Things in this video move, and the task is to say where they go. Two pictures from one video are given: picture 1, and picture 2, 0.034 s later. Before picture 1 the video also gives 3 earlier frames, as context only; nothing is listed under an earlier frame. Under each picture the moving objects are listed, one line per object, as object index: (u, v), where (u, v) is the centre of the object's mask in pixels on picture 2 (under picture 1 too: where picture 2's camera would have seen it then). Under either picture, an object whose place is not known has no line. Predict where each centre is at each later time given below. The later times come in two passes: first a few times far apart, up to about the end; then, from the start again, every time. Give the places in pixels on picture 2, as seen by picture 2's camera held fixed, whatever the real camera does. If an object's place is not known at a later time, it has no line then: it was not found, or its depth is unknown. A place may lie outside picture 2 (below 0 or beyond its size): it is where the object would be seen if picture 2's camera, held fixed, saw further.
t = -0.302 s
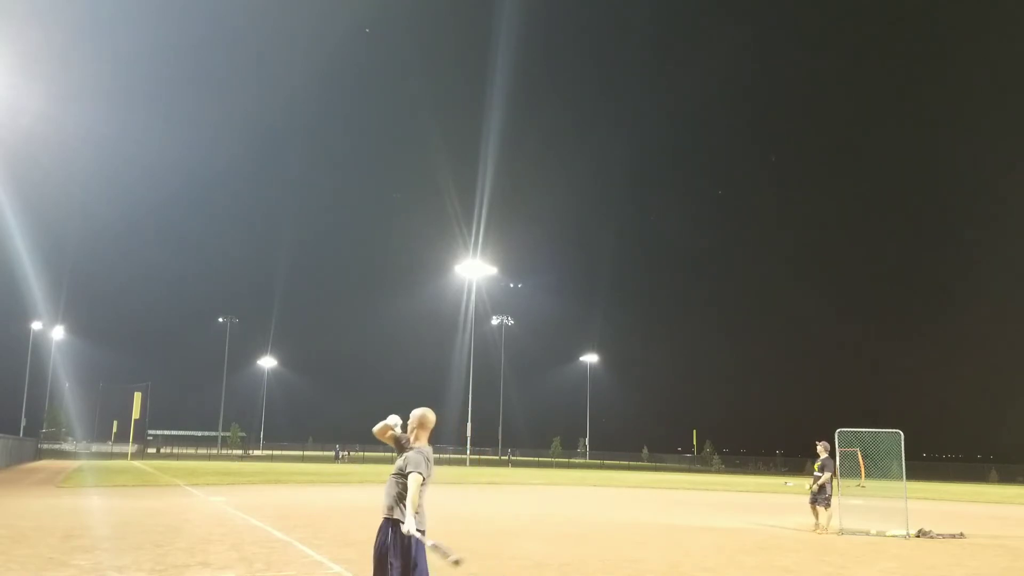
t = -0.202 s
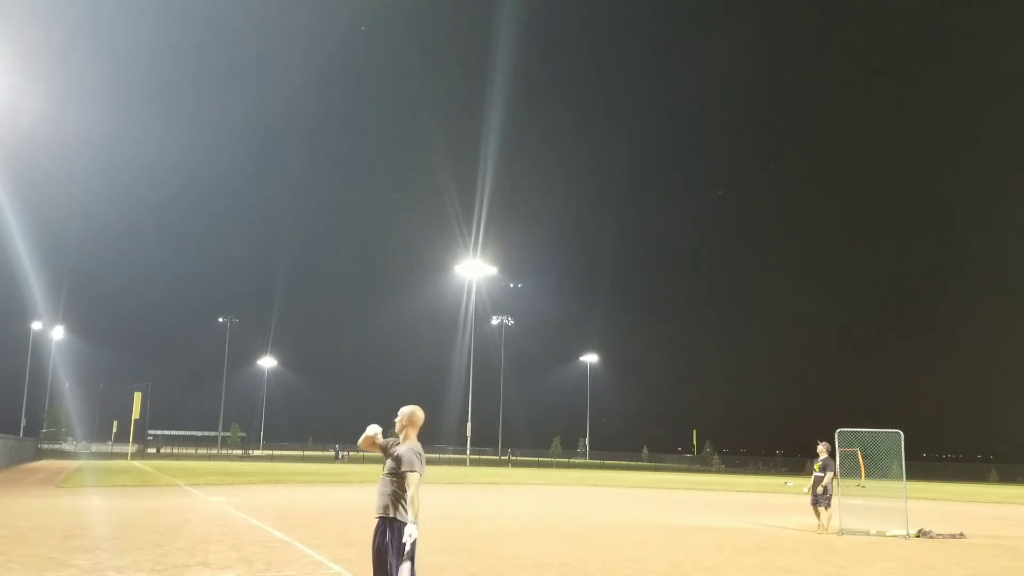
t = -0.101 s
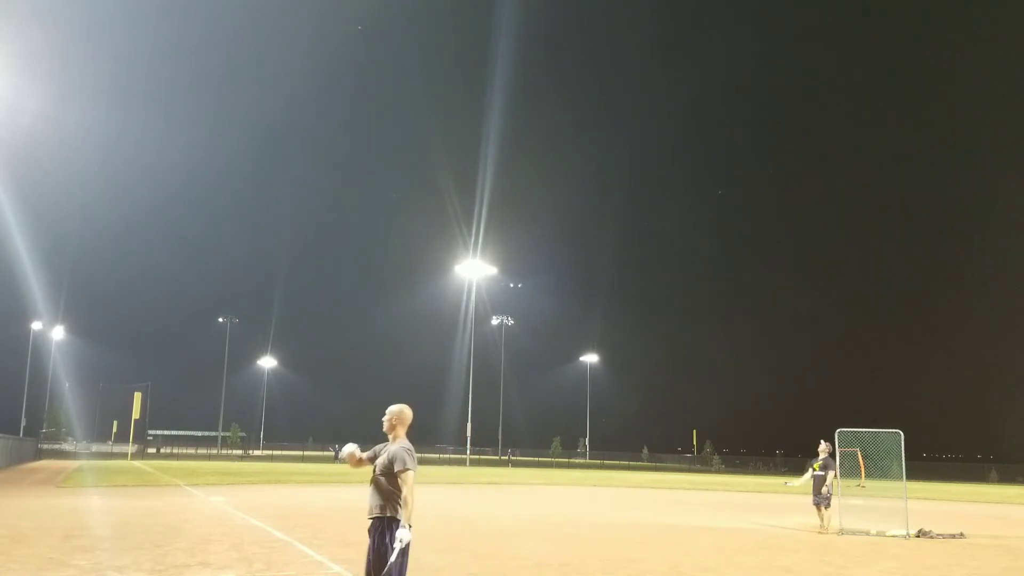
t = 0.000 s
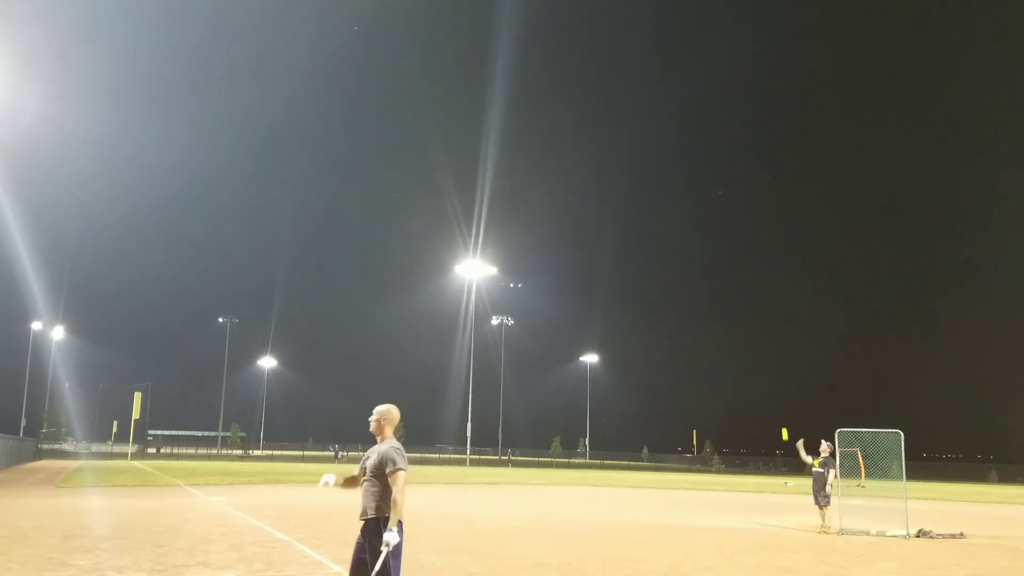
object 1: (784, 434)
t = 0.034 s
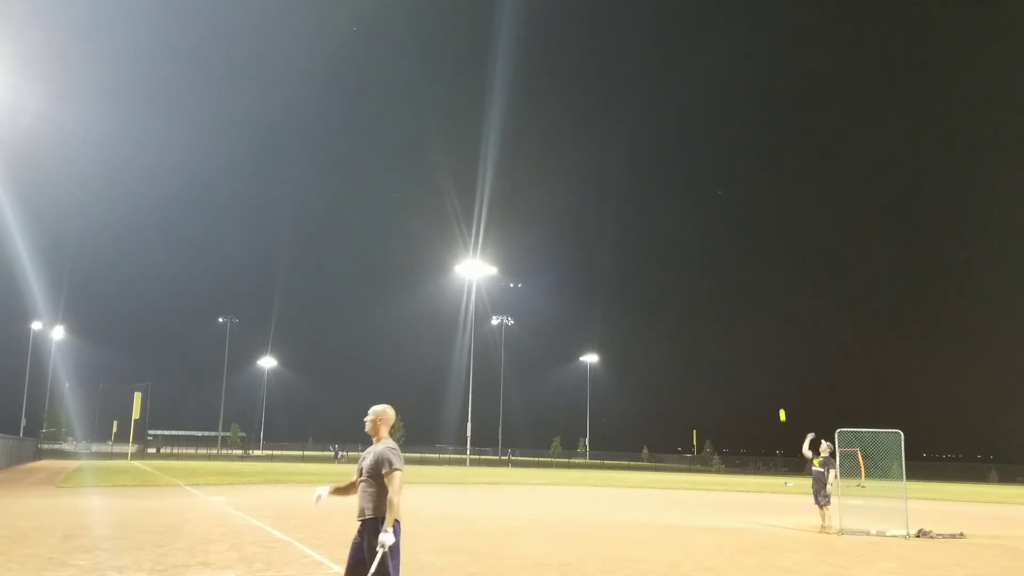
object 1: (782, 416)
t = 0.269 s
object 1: (766, 302)
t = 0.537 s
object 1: (748, 208)
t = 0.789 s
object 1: (733, 153)
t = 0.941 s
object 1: (724, 134)
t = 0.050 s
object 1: (781, 406)
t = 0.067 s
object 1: (779, 397)
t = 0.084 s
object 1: (778, 388)
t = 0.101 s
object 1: (777, 380)
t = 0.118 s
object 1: (776, 371)
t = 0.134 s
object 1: (775, 363)
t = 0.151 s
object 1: (774, 355)
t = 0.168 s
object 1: (773, 347)
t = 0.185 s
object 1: (771, 339)
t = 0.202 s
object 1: (770, 331)
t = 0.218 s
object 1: (769, 324)
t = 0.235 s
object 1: (768, 316)
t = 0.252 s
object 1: (767, 309)
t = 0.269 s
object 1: (766, 302)
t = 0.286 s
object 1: (765, 295)
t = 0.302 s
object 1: (763, 288)
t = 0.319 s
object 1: (762, 281)
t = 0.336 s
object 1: (761, 275)
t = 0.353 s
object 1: (760, 269)
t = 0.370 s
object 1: (759, 262)
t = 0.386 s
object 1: (758, 256)
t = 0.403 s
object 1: (756, 250)
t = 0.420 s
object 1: (755, 245)
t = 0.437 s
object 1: (755, 239)
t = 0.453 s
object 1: (754, 234)
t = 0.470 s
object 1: (753, 228)
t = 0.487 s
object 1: (751, 223)
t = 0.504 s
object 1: (750, 218)
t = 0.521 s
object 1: (749, 213)
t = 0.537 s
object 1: (748, 208)
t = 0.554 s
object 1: (747, 204)
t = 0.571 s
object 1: (746, 199)
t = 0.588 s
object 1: (745, 195)
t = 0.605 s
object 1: (744, 191)
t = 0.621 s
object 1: (743, 187)
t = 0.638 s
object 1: (742, 183)
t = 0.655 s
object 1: (741, 179)
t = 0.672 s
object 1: (740, 175)
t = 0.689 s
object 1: (739, 171)
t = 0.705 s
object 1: (738, 168)
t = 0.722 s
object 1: (737, 165)
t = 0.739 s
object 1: (736, 162)
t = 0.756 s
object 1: (735, 159)
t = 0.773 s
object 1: (734, 156)
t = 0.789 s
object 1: (733, 153)
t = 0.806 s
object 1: (732, 151)
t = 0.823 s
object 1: (730, 148)
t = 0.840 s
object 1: (730, 146)
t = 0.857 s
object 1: (729, 143)
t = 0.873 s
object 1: (727, 141)
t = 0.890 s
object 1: (726, 139)
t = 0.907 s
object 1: (725, 137)
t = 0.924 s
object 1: (725, 136)
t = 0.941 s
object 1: (724, 134)
